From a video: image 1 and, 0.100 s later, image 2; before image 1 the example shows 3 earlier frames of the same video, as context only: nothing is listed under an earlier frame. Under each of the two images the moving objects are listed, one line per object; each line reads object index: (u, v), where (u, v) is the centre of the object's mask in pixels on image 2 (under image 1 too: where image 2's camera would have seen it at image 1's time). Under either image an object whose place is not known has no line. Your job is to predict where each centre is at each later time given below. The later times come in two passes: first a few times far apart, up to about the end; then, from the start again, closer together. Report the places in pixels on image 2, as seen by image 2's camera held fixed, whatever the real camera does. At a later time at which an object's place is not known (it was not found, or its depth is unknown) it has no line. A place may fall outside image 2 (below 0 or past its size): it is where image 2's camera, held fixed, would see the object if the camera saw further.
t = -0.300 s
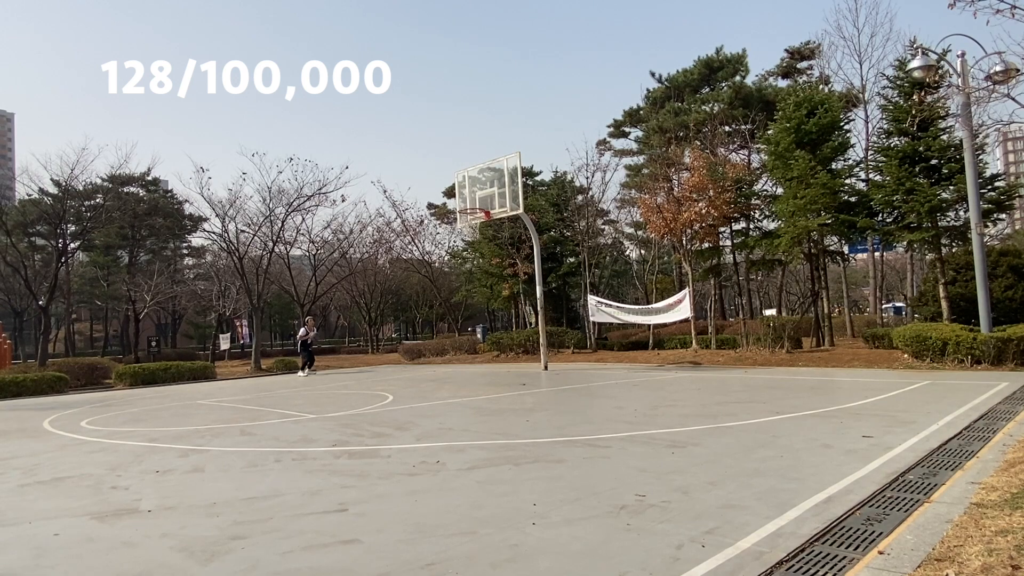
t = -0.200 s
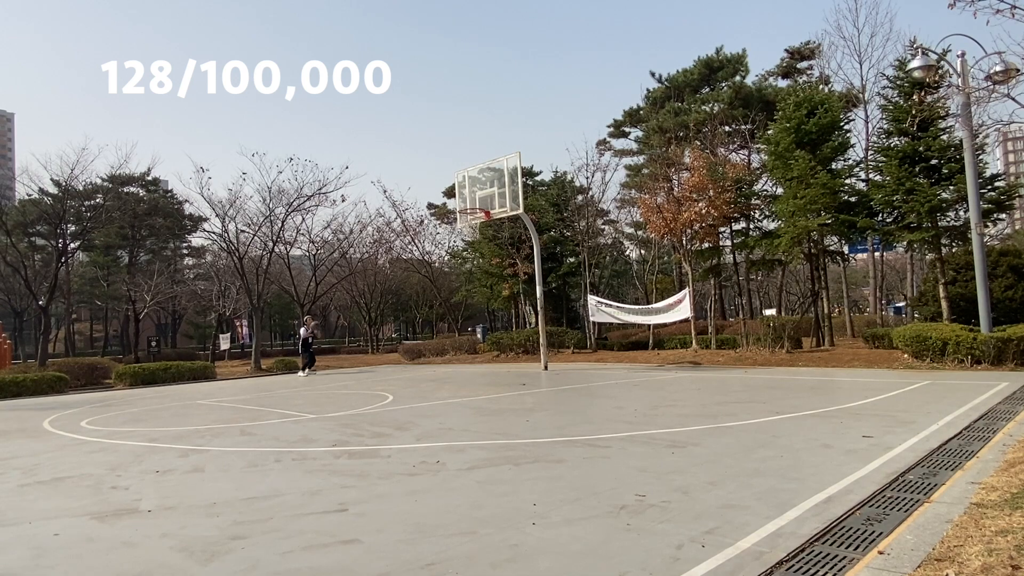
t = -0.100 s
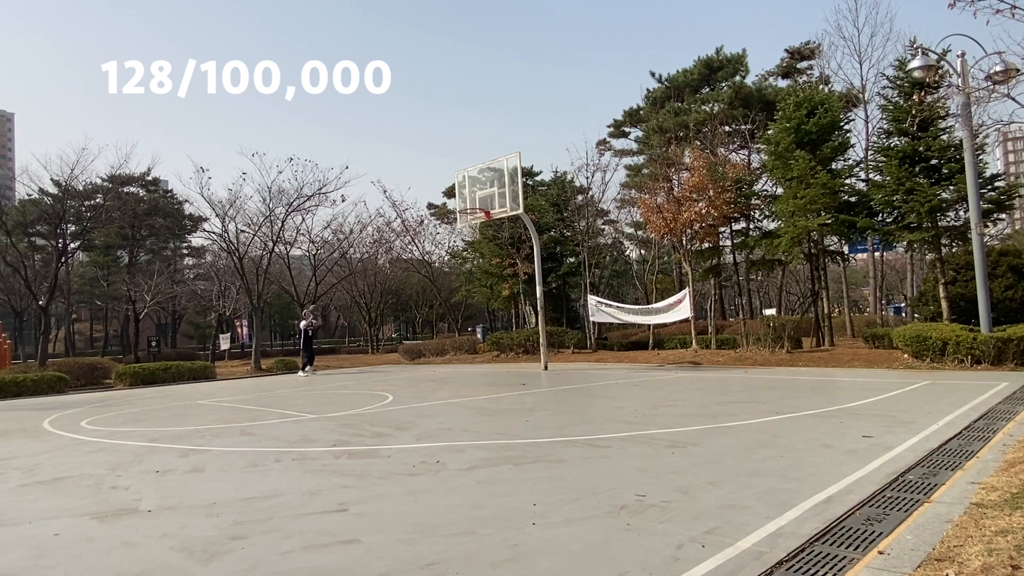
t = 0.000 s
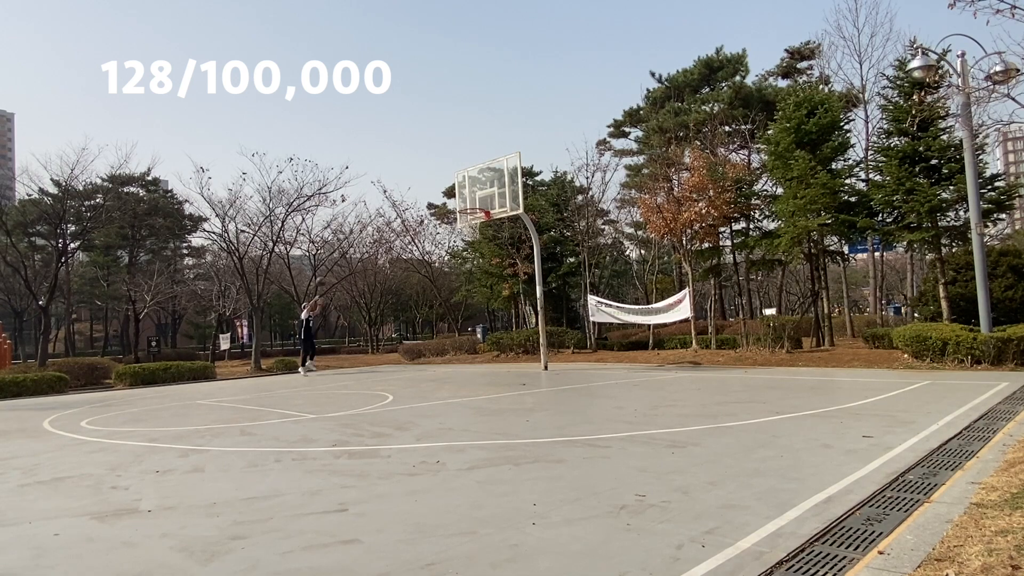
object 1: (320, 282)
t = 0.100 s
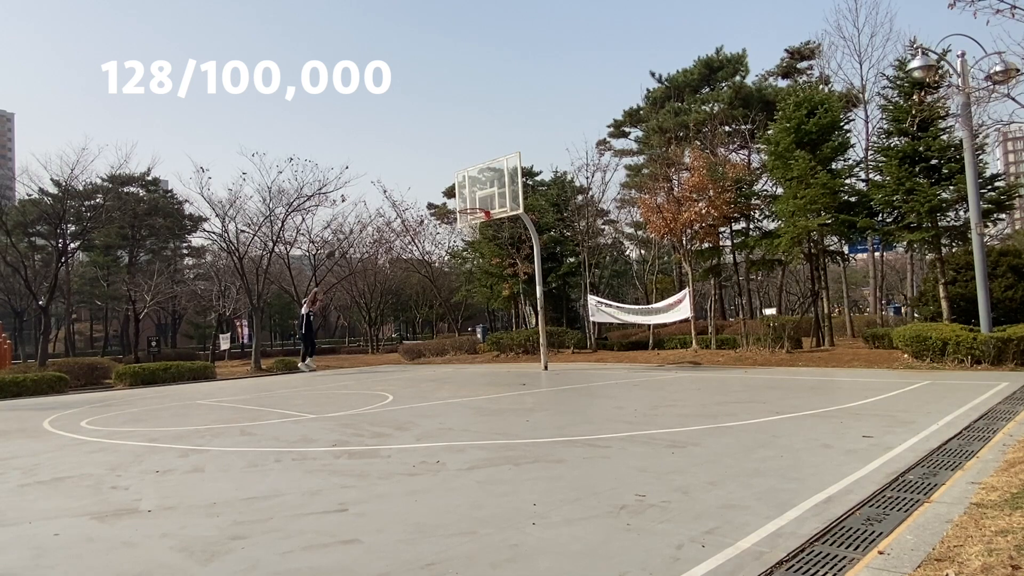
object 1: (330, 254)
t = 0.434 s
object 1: (364, 187)
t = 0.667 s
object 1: (392, 164)
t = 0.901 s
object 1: (425, 166)
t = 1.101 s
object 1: (457, 190)
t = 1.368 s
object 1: (465, 227)
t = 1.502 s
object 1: (464, 227)
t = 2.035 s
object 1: (468, 319)
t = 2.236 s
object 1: (472, 356)
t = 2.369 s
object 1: (472, 319)
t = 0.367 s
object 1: (357, 197)
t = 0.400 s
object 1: (360, 192)
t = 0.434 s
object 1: (364, 187)
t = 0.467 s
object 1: (368, 182)
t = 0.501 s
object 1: (372, 178)
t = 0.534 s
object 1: (376, 174)
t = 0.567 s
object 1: (380, 171)
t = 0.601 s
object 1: (384, 168)
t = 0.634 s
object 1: (388, 166)
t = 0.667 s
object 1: (392, 164)
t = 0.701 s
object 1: (397, 163)
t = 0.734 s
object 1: (401, 162)
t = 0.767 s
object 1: (406, 162)
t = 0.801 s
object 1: (411, 162)
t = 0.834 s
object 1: (416, 162)
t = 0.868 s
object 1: (420, 164)
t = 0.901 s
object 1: (425, 166)
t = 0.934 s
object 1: (430, 168)
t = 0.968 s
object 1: (435, 171)
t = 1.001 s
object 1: (441, 175)
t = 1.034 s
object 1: (446, 179)
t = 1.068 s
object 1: (452, 183)
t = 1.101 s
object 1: (457, 190)
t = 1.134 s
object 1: (464, 196)
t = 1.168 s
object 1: (470, 203)
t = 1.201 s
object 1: (476, 210)
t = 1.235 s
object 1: (472, 218)
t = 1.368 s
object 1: (465, 227)
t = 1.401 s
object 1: (464, 227)
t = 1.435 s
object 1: (465, 227)
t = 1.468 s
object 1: (464, 227)
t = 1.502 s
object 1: (464, 227)
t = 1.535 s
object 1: (464, 229)
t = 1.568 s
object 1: (464, 231)
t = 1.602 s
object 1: (464, 234)
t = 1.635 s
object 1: (464, 237)
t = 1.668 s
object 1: (464, 240)
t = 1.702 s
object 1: (464, 244)
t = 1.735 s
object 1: (464, 248)
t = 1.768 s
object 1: (465, 254)
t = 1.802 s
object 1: (465, 259)
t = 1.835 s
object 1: (465, 266)
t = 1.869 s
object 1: (466, 272)
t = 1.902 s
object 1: (465, 282)
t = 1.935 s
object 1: (466, 289)
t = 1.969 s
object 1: (467, 299)
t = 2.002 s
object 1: (467, 308)
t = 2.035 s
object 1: (468, 319)
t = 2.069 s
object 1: (469, 329)
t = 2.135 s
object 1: (471, 352)
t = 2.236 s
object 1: (472, 356)
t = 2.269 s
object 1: (472, 346)
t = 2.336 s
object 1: (472, 327)
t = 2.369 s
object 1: (472, 319)
